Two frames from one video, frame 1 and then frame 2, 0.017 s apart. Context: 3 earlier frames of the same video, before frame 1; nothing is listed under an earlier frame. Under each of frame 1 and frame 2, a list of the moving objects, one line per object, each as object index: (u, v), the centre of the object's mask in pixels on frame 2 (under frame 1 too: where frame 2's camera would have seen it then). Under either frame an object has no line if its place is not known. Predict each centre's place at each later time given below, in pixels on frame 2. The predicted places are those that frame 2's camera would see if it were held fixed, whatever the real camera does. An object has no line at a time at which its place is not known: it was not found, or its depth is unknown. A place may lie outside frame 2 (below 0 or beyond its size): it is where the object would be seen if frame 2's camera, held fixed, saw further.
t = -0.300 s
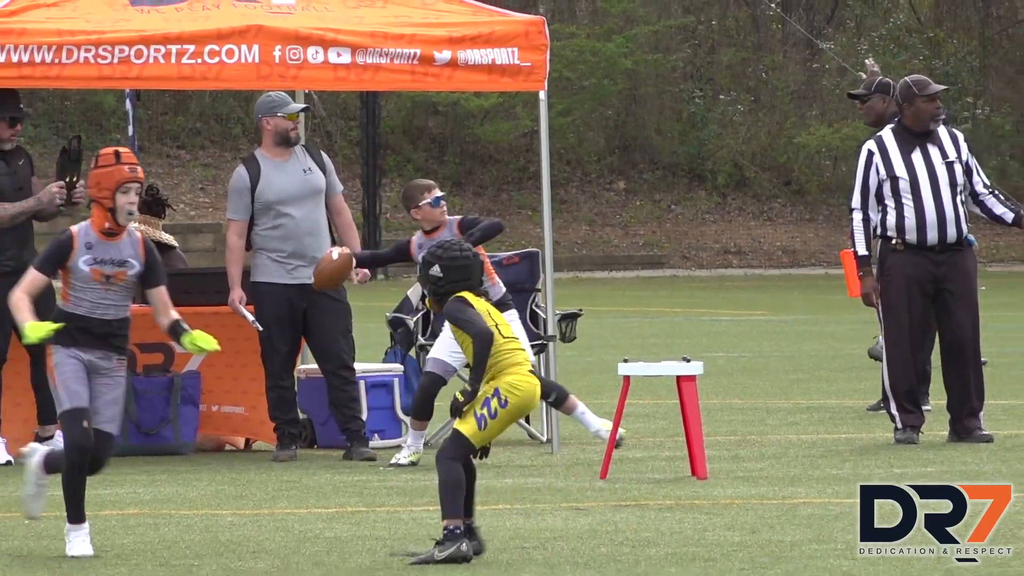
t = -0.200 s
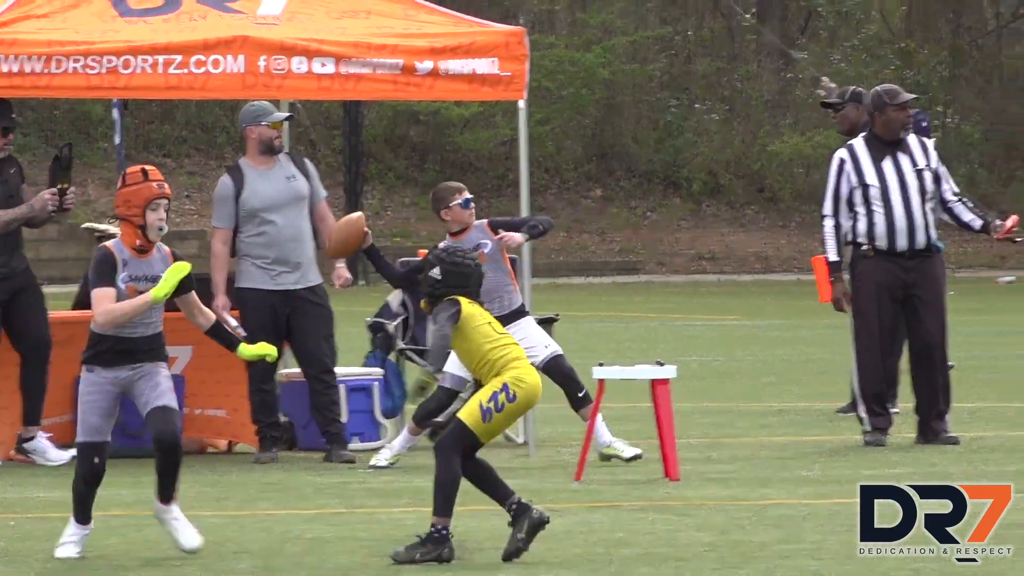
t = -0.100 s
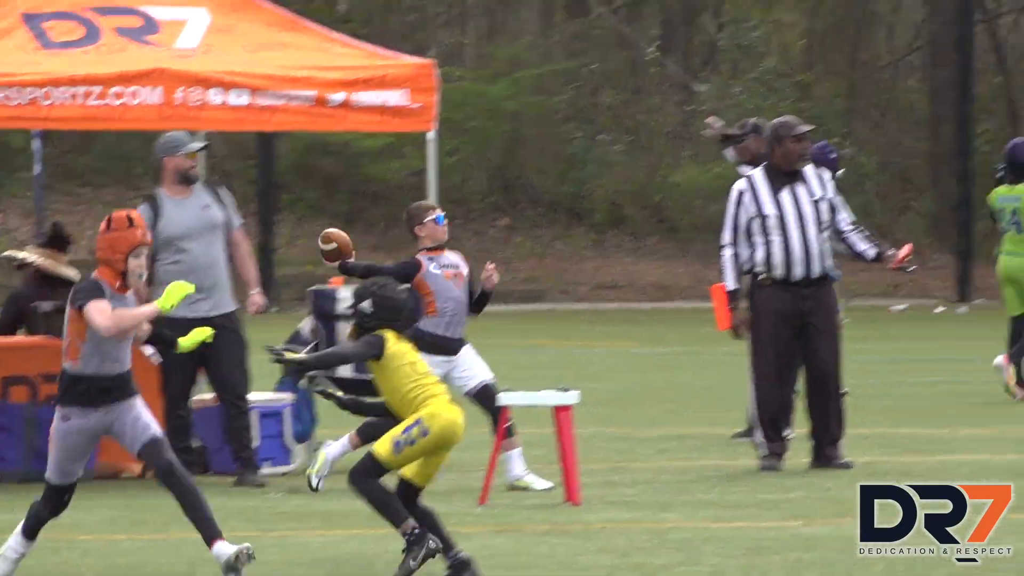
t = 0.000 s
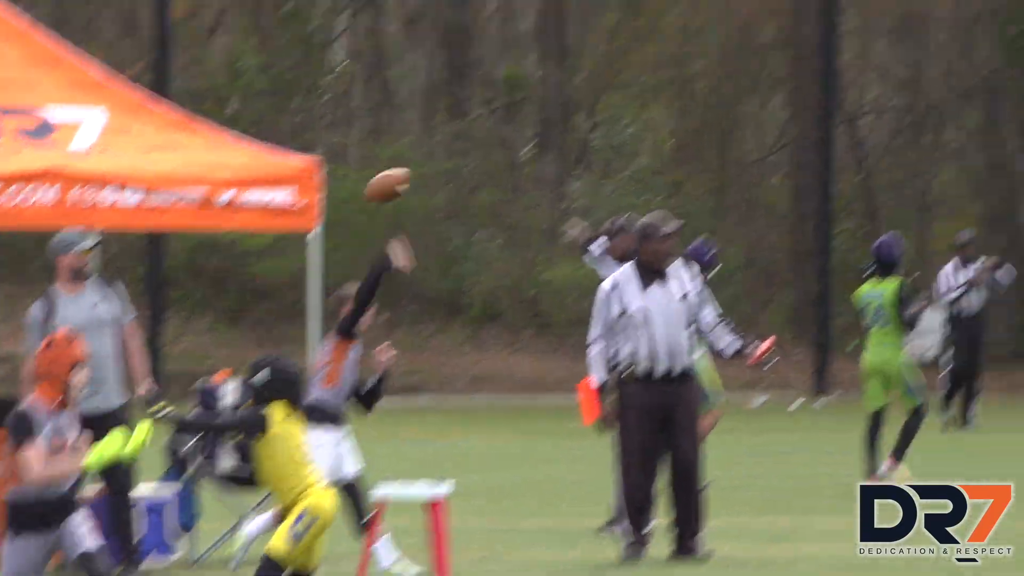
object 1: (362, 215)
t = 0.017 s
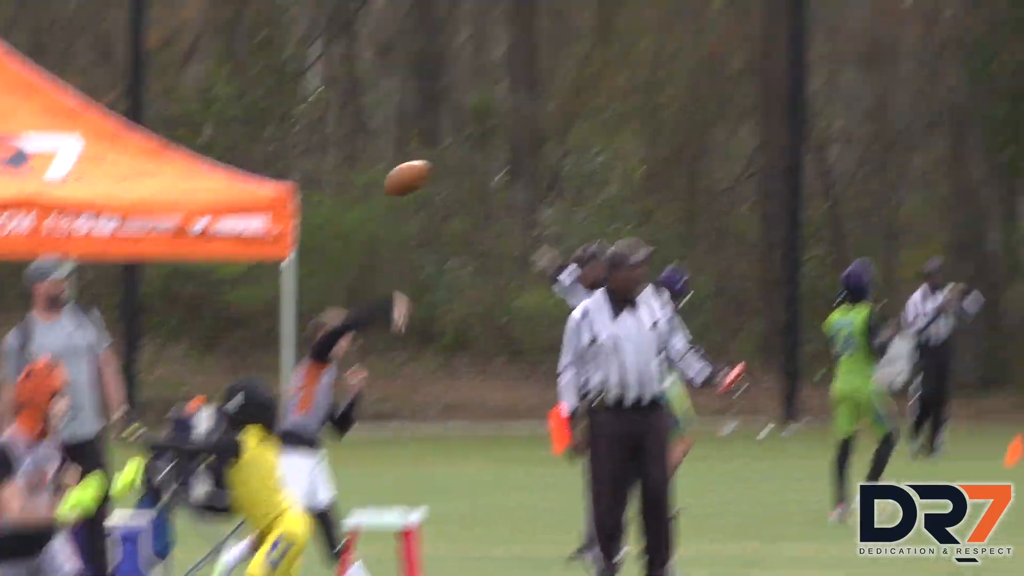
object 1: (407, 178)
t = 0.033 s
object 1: (455, 141)
